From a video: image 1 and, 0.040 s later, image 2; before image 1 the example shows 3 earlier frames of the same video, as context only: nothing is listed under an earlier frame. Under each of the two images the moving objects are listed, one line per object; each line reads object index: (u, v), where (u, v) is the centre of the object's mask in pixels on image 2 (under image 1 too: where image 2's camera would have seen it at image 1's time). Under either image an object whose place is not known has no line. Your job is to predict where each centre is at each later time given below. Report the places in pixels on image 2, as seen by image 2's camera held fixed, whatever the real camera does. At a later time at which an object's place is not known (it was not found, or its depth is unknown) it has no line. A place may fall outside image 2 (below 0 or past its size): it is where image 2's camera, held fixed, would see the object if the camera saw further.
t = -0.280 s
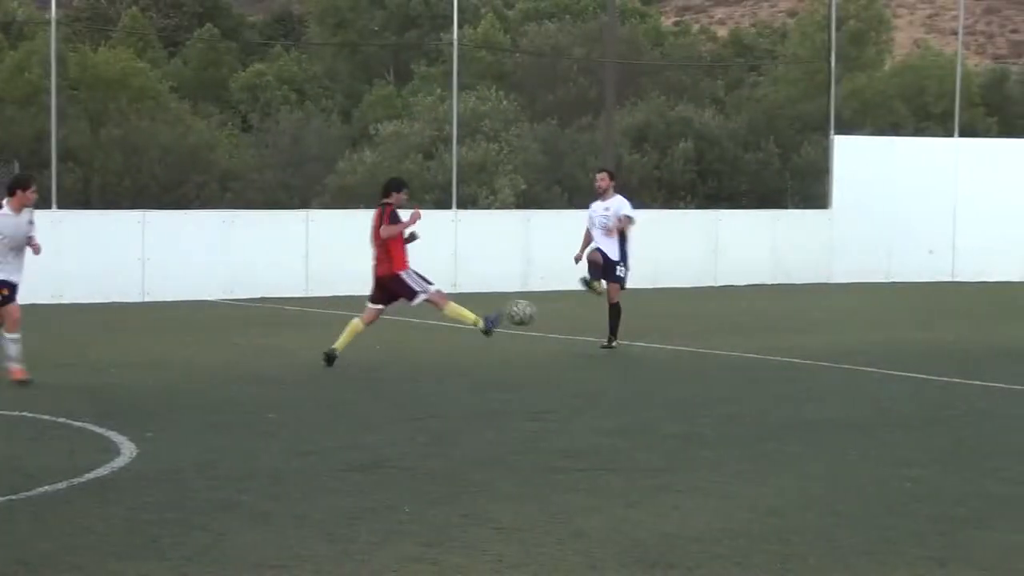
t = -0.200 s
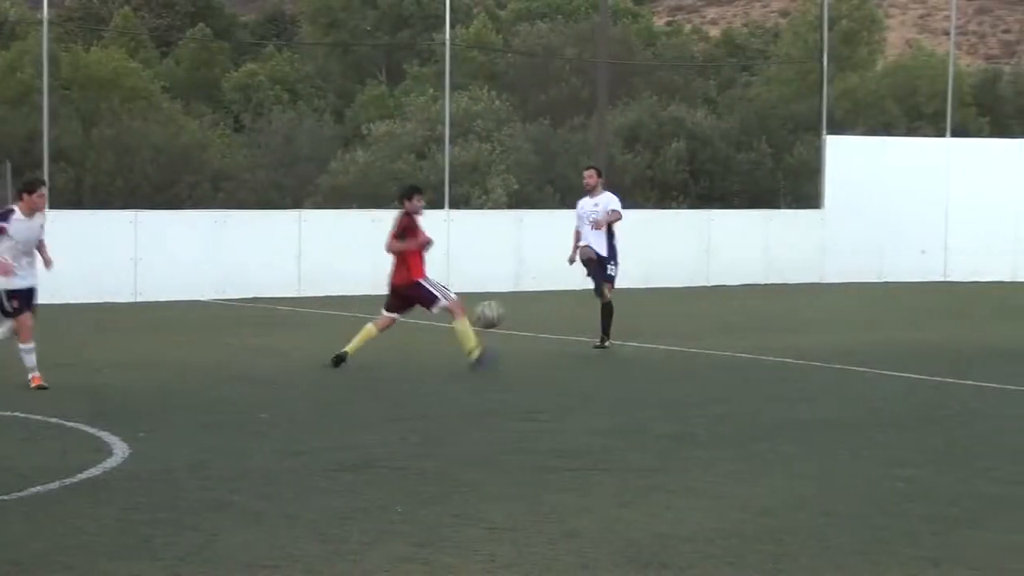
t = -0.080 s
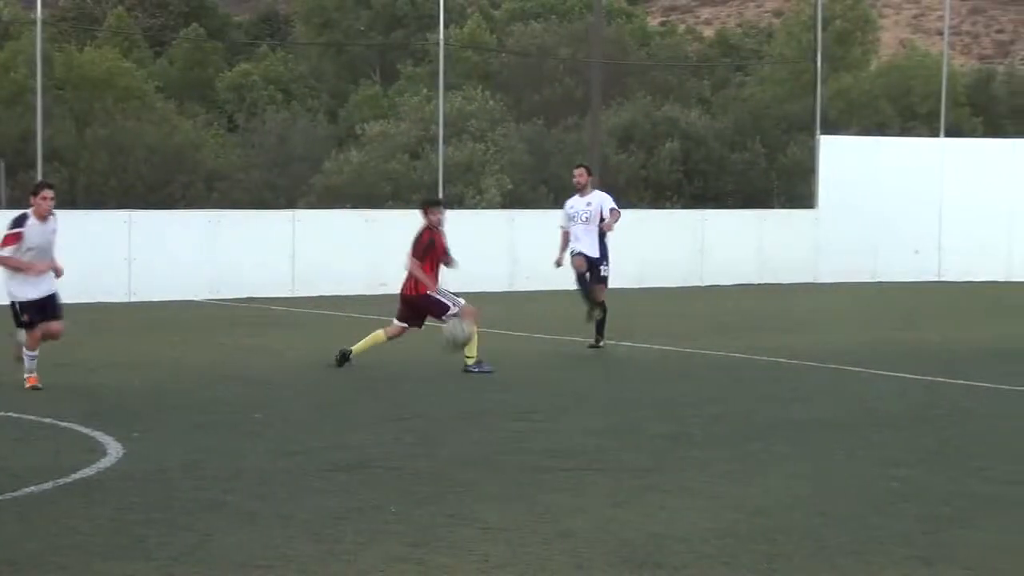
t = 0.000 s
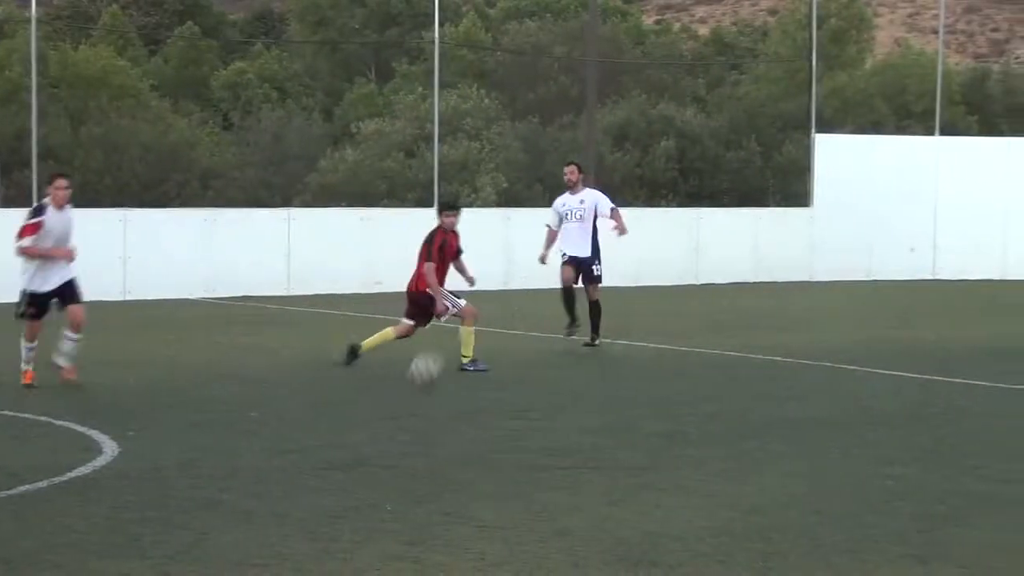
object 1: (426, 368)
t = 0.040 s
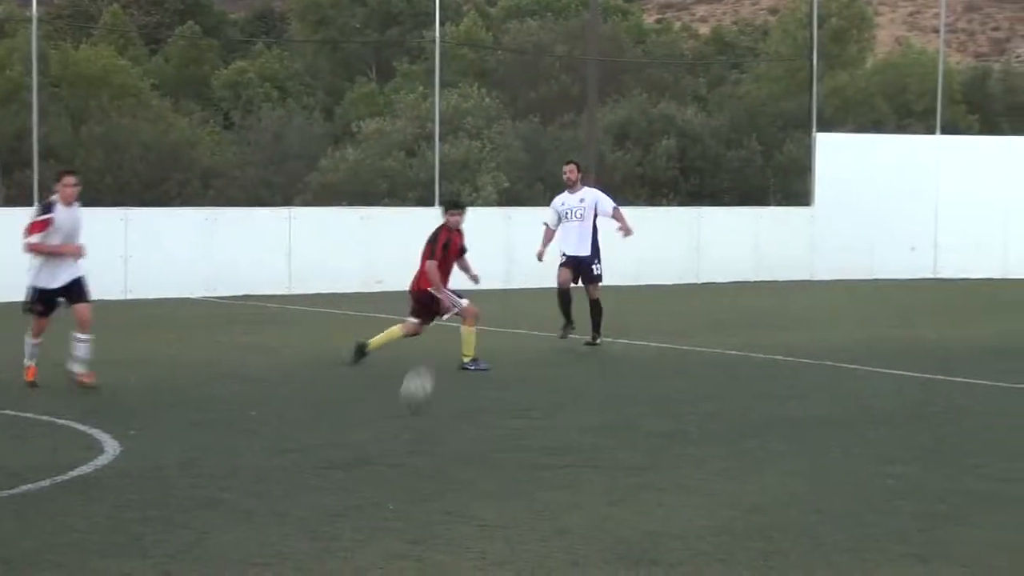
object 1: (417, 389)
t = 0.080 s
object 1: (406, 411)
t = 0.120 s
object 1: (393, 443)
